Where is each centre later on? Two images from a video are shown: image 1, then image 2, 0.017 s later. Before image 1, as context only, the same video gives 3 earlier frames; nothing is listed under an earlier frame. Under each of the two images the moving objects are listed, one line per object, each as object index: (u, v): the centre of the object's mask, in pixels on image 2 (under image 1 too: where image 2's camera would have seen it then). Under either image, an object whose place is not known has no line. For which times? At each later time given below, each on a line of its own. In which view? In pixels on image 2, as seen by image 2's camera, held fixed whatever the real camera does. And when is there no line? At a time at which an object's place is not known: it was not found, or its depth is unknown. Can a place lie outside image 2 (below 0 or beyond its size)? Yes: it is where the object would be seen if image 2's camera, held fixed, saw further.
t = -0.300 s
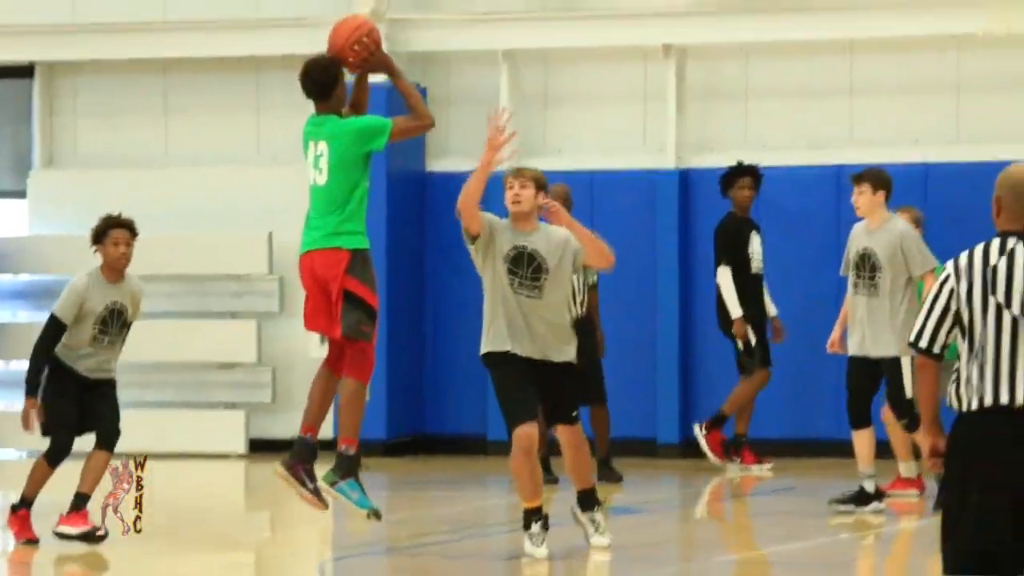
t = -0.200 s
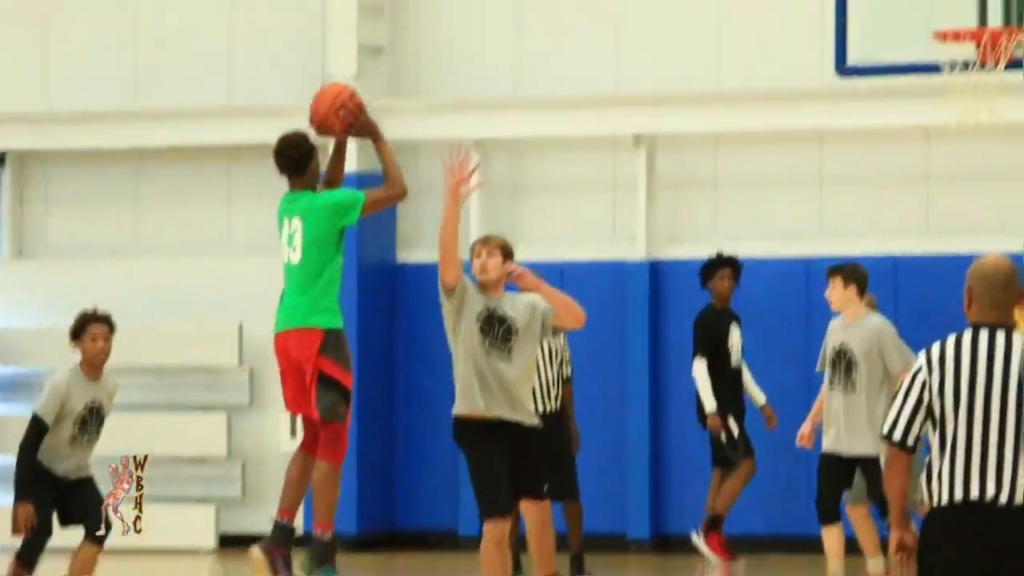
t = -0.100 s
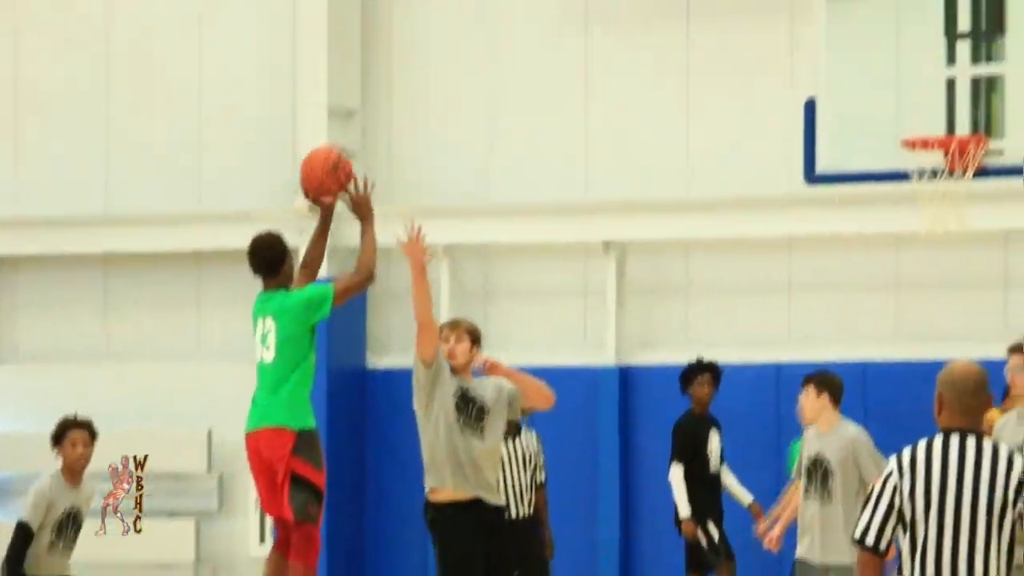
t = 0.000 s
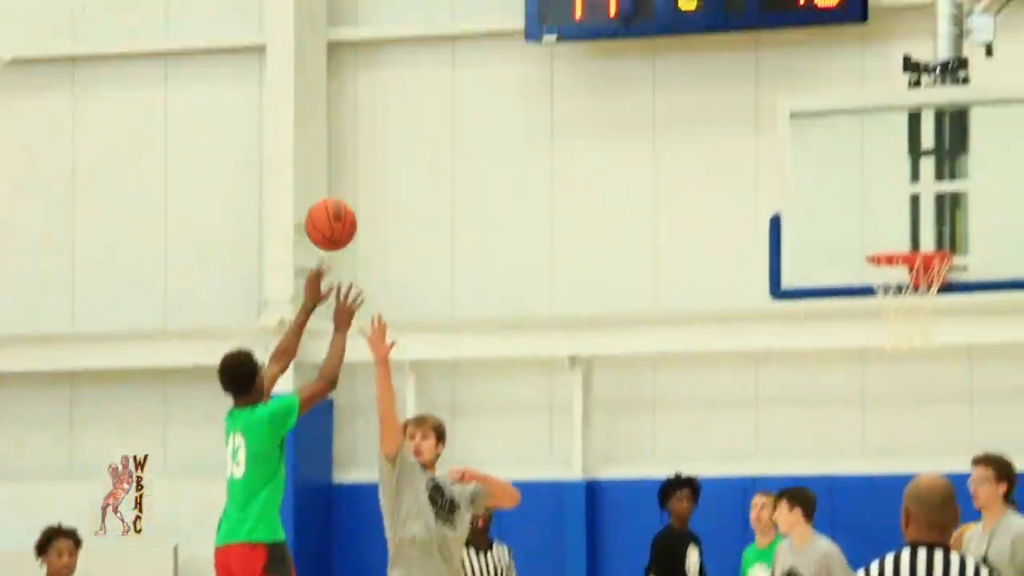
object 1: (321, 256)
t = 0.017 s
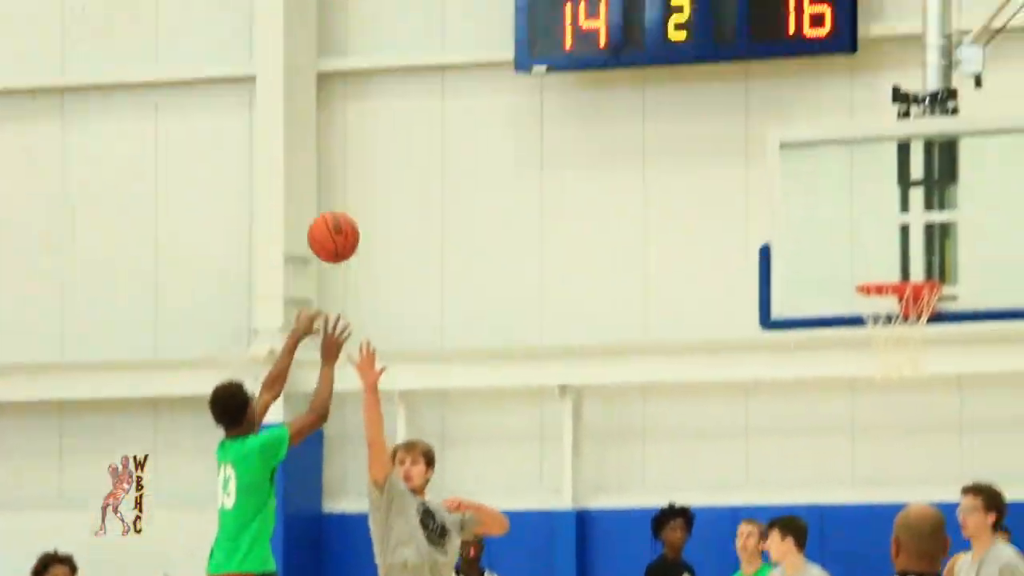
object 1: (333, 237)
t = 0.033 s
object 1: (346, 218)
